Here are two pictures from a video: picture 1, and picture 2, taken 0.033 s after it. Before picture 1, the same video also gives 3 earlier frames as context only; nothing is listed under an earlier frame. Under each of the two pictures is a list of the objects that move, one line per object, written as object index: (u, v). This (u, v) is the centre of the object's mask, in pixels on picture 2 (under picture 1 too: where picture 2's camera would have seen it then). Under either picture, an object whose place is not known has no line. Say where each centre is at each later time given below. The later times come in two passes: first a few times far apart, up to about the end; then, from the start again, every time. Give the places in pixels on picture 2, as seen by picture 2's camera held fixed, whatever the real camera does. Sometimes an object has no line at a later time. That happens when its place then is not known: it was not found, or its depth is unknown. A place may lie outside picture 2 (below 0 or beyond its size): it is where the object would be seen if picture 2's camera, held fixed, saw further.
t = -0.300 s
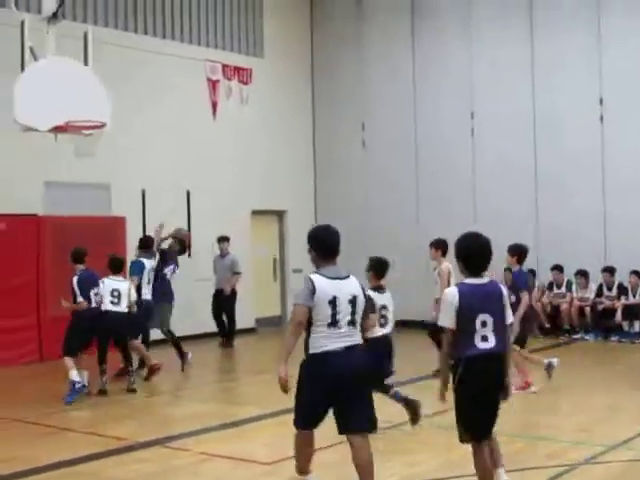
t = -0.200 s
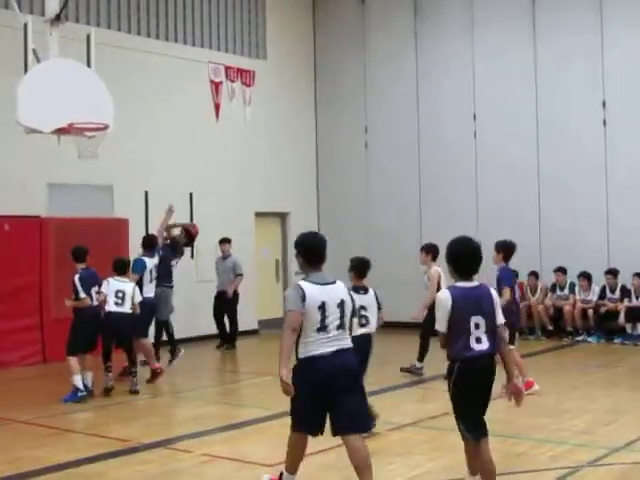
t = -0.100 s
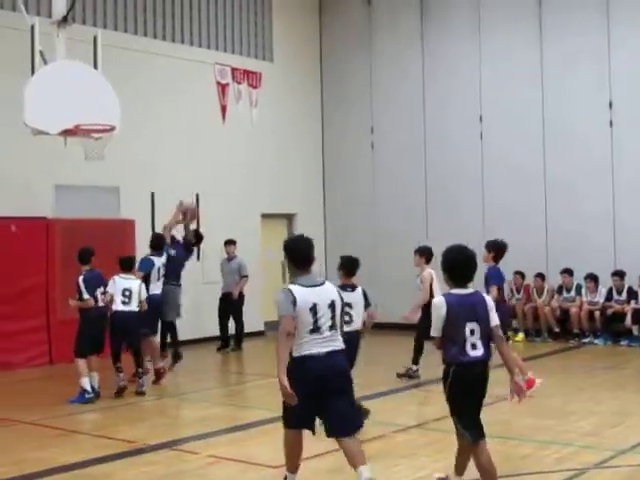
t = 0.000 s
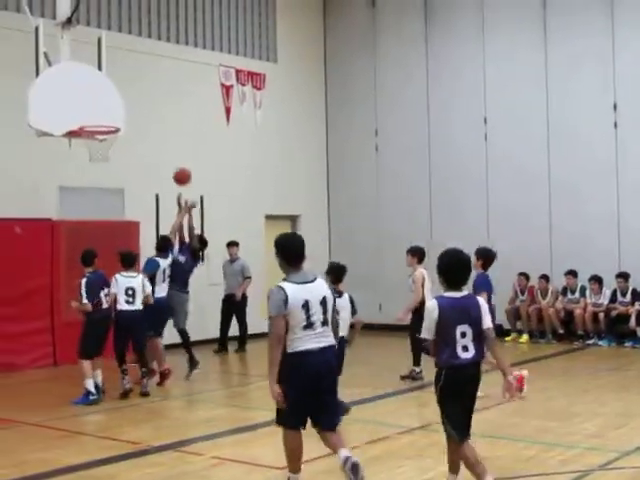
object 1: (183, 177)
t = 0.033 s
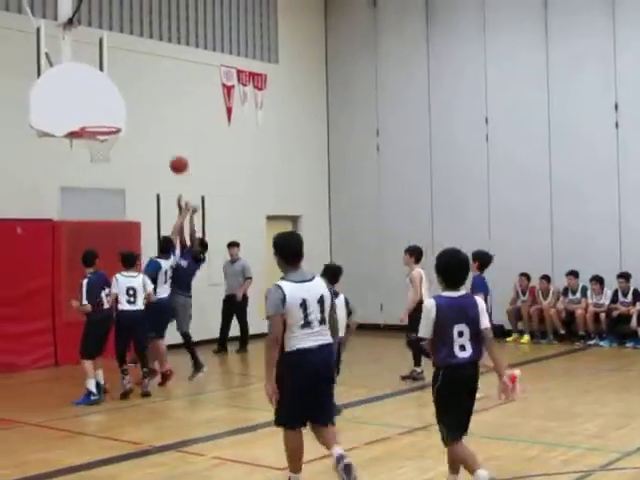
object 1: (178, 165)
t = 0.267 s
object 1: (145, 101)
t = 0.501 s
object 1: (111, 76)
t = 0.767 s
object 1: (68, 103)
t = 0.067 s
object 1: (174, 153)
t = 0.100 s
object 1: (169, 142)
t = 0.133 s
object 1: (164, 132)
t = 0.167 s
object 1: (159, 123)
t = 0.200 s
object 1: (155, 115)
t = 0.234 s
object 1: (150, 108)
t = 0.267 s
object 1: (145, 101)
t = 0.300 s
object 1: (140, 95)
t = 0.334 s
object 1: (135, 89)
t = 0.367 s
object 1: (130, 85)
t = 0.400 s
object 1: (125, 81)
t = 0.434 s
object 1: (120, 79)
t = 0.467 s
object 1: (116, 77)
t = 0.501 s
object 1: (111, 76)
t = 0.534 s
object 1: (105, 76)
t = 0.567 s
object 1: (100, 76)
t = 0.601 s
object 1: (94, 79)
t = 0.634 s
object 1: (89, 82)
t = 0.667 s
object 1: (84, 85)
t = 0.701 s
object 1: (79, 90)
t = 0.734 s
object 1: (73, 96)
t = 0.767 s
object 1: (68, 103)
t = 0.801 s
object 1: (62, 110)
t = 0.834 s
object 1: (57, 119)
